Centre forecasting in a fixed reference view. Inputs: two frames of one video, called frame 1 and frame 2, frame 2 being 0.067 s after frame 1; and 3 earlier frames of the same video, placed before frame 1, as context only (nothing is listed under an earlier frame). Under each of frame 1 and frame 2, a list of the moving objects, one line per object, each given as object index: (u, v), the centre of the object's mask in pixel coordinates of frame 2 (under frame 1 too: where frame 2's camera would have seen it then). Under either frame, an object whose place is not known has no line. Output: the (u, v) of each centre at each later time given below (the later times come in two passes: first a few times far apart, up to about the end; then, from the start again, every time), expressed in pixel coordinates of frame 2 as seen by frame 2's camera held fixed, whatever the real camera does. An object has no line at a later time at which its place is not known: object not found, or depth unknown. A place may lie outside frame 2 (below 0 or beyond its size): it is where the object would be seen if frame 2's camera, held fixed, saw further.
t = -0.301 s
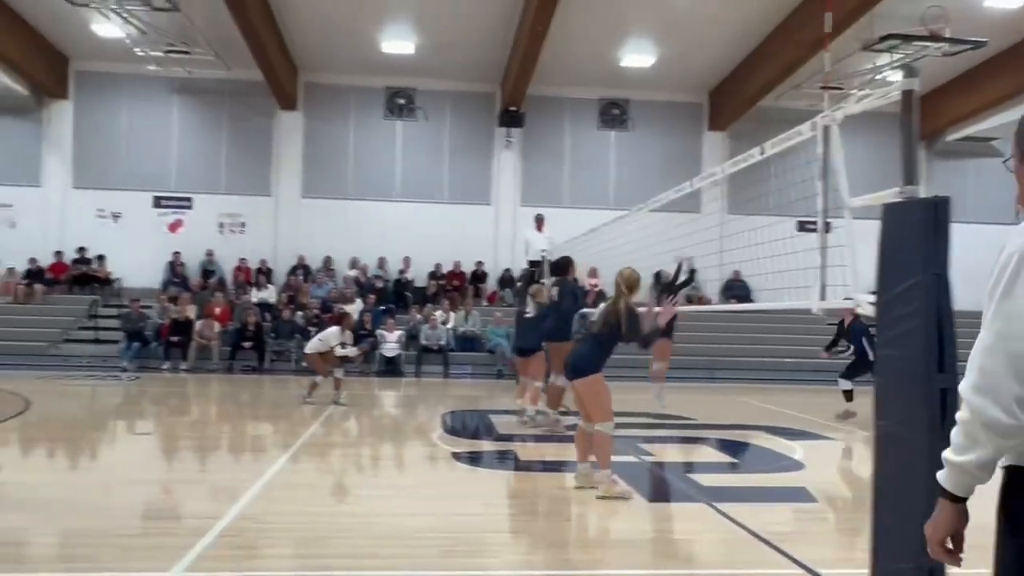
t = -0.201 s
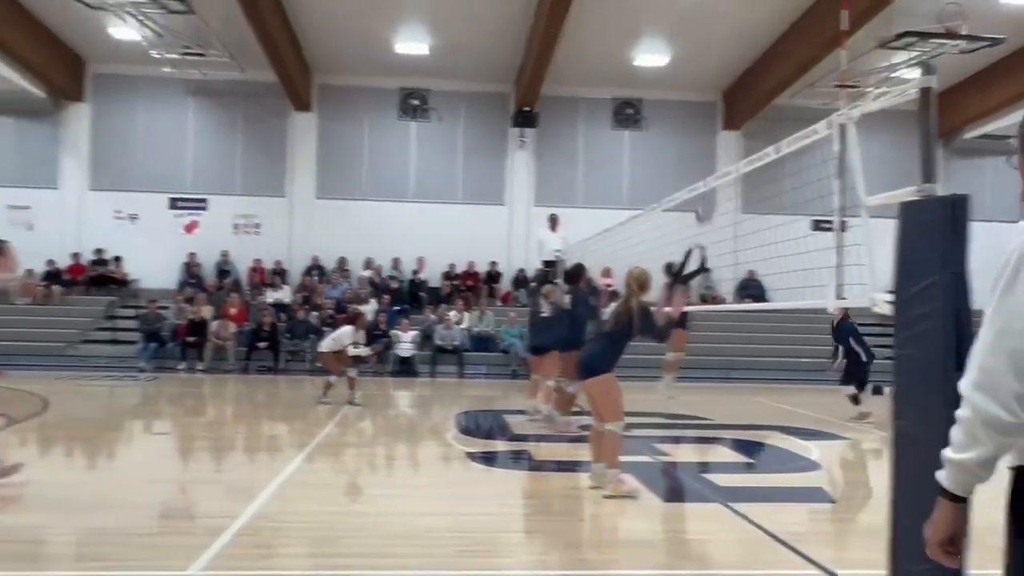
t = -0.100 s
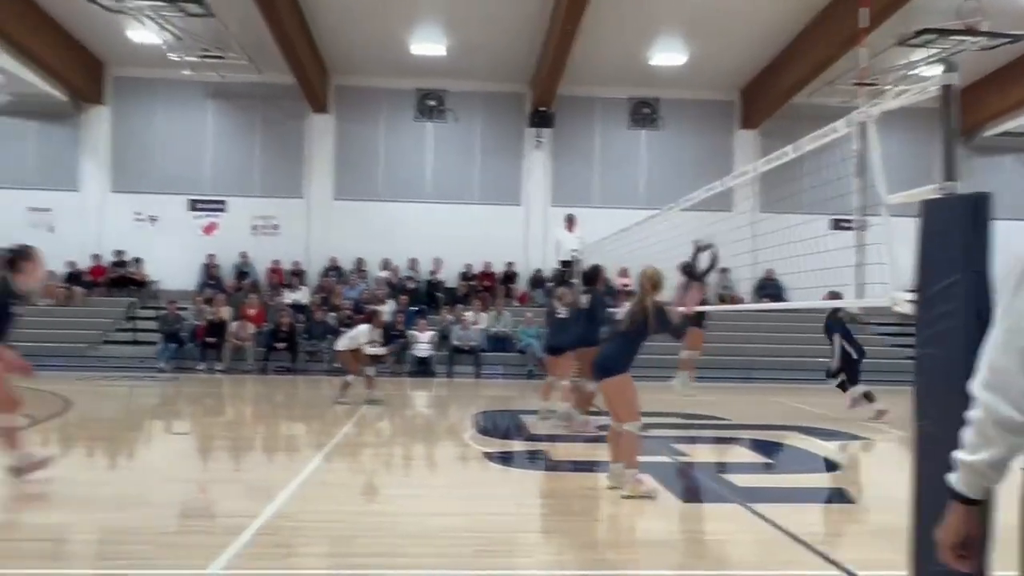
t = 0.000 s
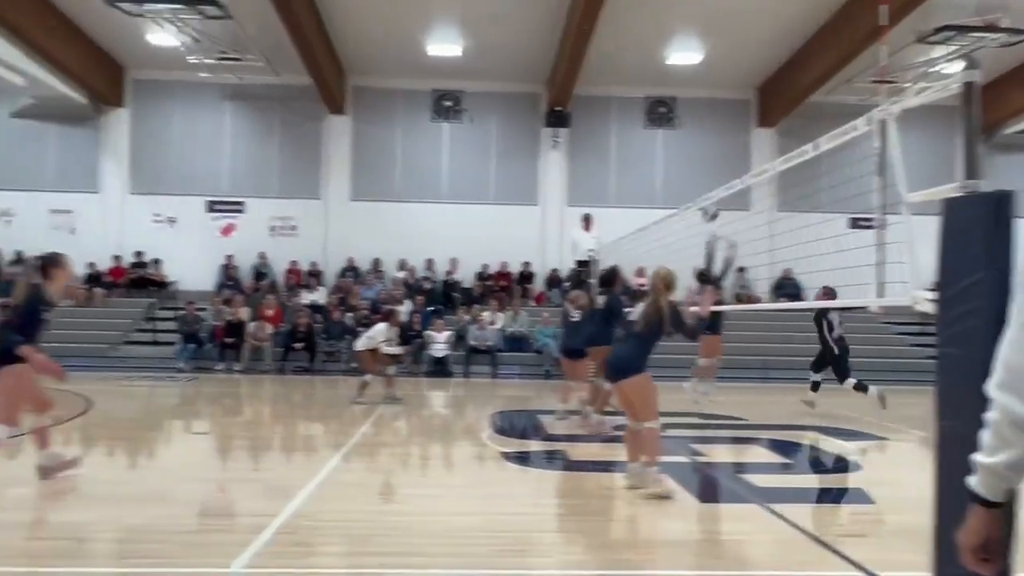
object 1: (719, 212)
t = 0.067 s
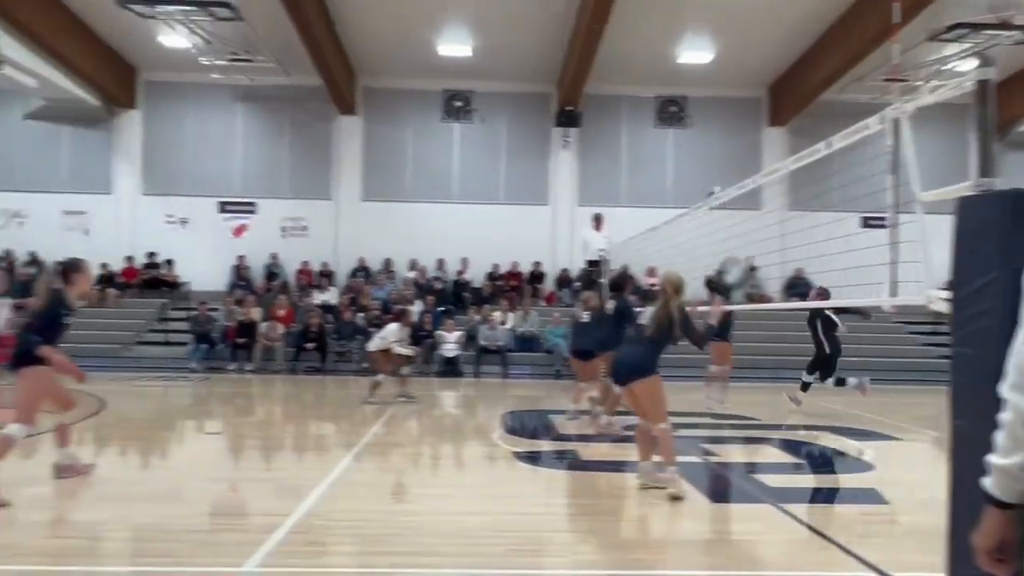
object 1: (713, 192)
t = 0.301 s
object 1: (699, 164)
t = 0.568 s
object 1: (680, 178)
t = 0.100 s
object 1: (713, 188)
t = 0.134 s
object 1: (711, 181)
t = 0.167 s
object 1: (709, 176)
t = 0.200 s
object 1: (707, 171)
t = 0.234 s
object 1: (704, 168)
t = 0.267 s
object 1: (701, 166)
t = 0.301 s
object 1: (699, 164)
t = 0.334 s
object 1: (696, 163)
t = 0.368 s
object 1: (694, 163)
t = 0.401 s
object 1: (692, 164)
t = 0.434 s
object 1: (689, 164)
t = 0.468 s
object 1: (687, 167)
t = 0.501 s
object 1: (685, 170)
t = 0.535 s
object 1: (682, 173)
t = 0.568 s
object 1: (680, 178)
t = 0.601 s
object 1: (678, 183)
